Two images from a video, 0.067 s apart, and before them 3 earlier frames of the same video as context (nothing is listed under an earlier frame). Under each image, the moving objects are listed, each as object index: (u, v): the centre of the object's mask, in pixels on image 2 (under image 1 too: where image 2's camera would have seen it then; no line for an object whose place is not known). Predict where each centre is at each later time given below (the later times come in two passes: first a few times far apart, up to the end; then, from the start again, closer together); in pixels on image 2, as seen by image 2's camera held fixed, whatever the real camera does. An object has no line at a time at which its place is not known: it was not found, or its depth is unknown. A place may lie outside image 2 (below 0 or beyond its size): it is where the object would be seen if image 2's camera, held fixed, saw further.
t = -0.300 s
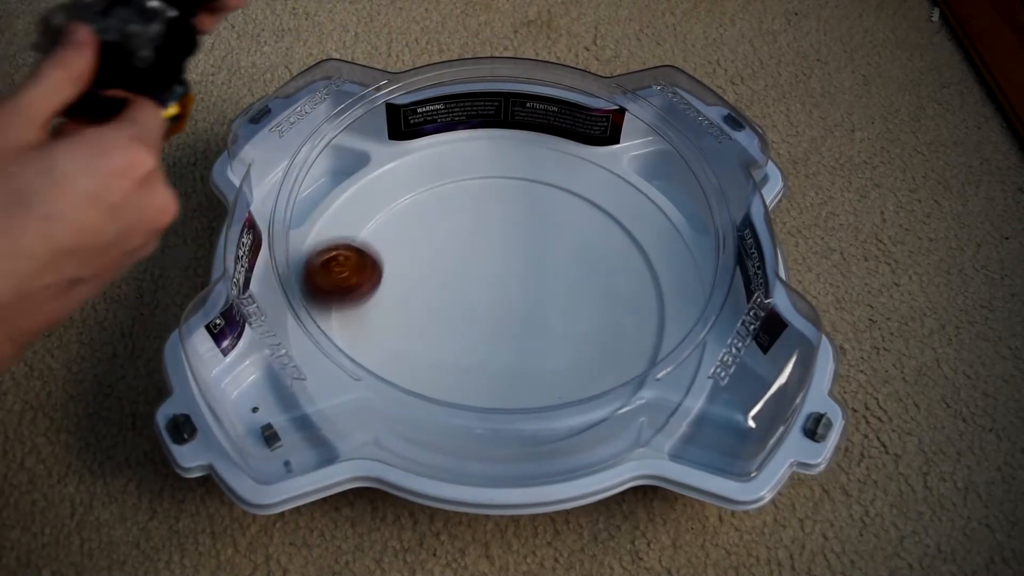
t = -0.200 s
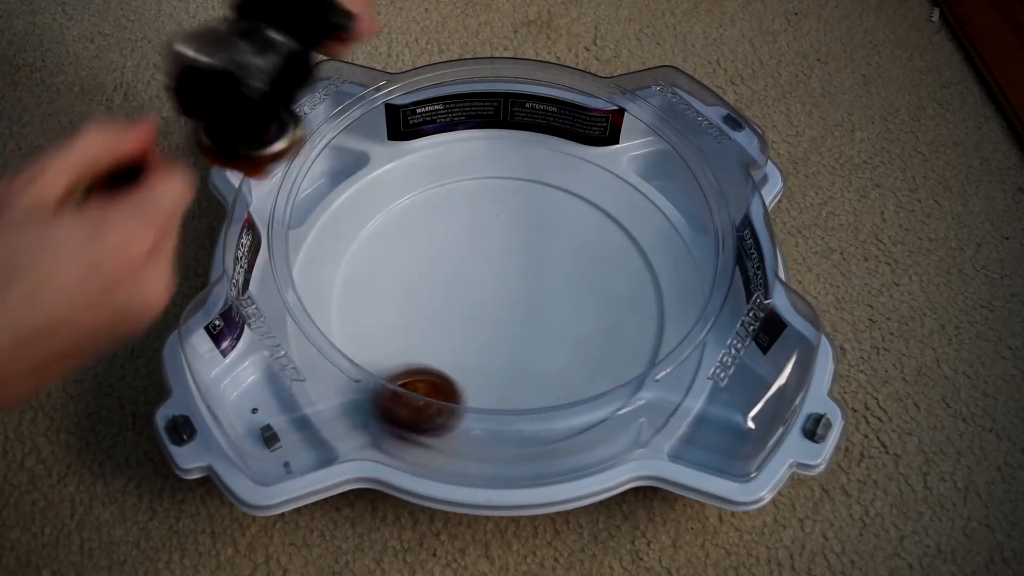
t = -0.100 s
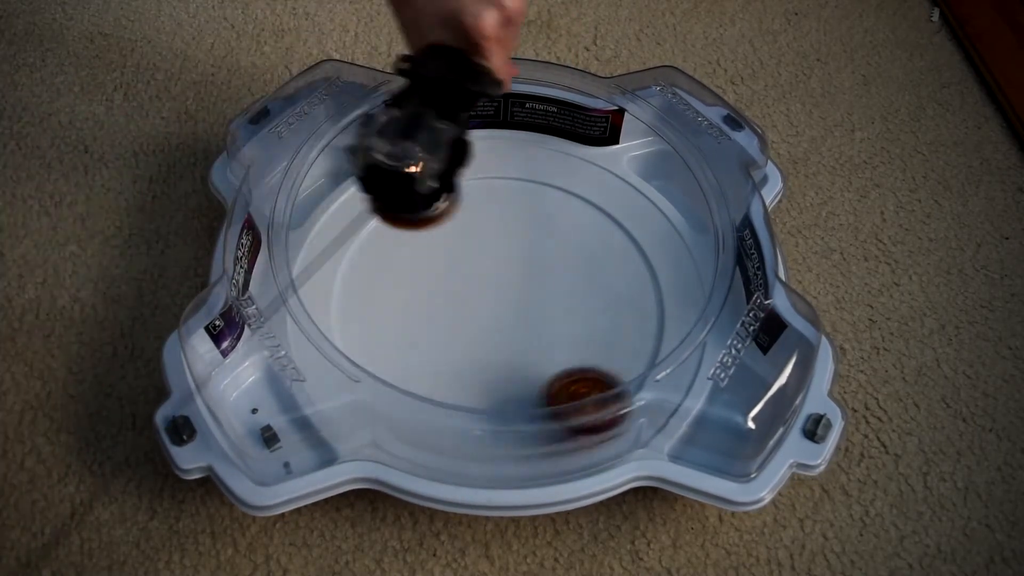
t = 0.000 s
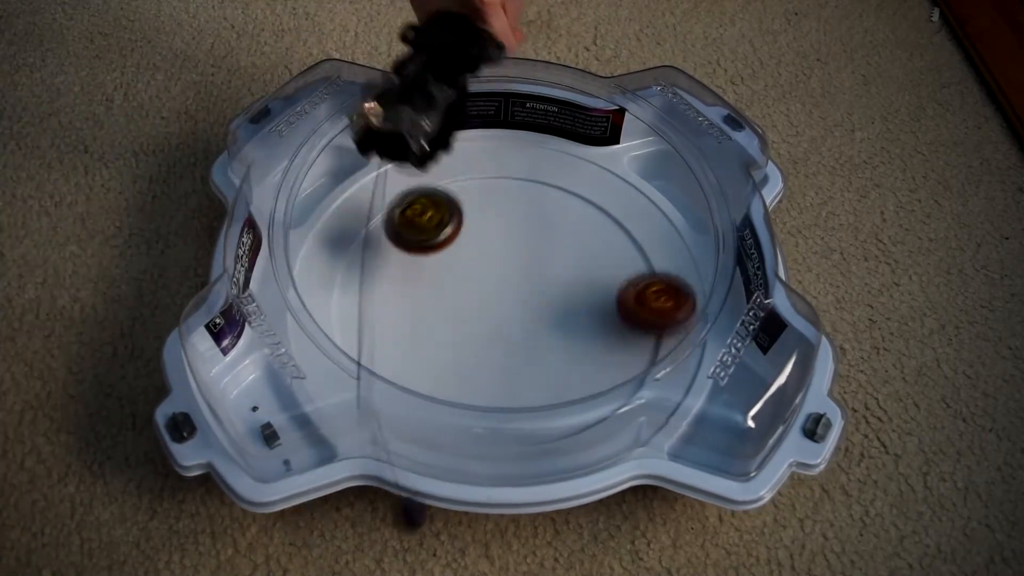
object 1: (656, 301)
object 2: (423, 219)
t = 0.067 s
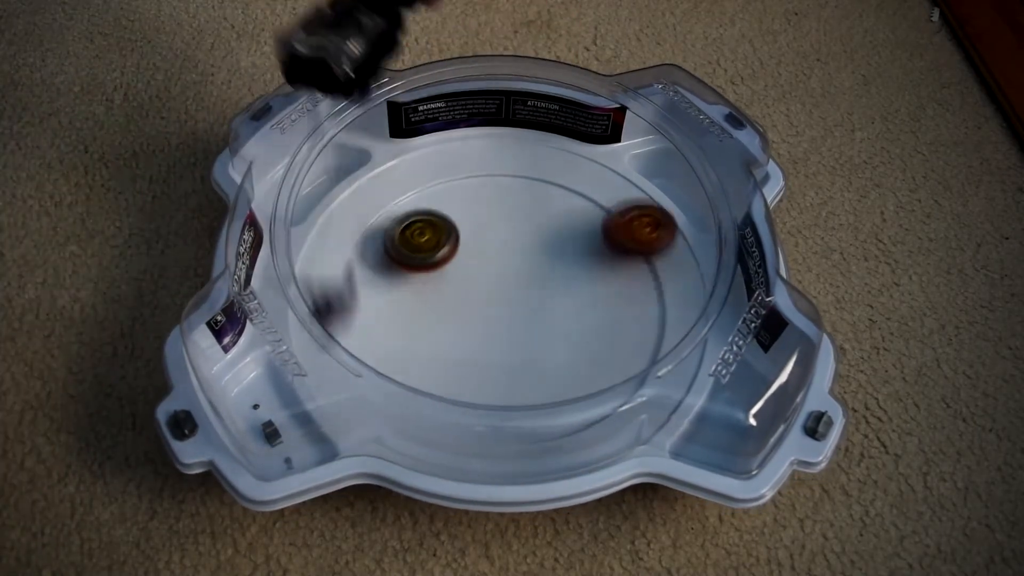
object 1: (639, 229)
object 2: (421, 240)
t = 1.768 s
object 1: (373, 364)
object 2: (464, 302)
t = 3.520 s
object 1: (360, 272)
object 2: (486, 281)
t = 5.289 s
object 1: (478, 295)
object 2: (531, 248)
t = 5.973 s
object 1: (482, 355)
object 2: (522, 263)
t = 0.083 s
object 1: (626, 214)
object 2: (424, 239)
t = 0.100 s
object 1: (611, 200)
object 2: (426, 240)
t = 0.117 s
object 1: (594, 187)
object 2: (430, 244)
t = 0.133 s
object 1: (575, 175)
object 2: (432, 250)
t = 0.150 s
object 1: (554, 167)
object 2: (436, 256)
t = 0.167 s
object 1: (530, 163)
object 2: (440, 257)
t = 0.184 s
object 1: (506, 161)
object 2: (443, 261)
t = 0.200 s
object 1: (479, 161)
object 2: (446, 267)
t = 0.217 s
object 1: (453, 165)
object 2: (450, 274)
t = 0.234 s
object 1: (427, 174)
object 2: (453, 277)
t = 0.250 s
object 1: (404, 187)
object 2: (455, 283)
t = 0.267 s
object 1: (383, 202)
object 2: (458, 289)
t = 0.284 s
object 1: (364, 220)
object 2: (461, 295)
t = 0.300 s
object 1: (352, 242)
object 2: (464, 298)
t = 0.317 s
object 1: (345, 267)
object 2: (467, 303)
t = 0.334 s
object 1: (344, 292)
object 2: (470, 308)
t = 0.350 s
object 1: (347, 319)
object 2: (473, 313)
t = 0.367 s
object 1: (361, 343)
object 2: (475, 317)
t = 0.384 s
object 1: (380, 367)
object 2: (478, 320)
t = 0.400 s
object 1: (401, 387)
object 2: (482, 324)
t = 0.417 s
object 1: (427, 404)
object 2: (484, 328)
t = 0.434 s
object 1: (460, 411)
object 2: (487, 330)
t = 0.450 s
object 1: (491, 415)
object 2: (490, 334)
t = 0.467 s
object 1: (520, 419)
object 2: (493, 337)
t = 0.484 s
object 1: (548, 414)
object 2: (497, 339)
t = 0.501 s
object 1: (572, 404)
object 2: (500, 342)
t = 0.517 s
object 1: (595, 393)
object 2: (503, 344)
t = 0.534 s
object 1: (613, 378)
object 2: (507, 345)
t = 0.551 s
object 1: (630, 362)
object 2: (510, 347)
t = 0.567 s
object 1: (643, 344)
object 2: (514, 348)
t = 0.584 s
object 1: (654, 329)
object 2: (517, 348)
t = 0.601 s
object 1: (658, 311)
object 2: (520, 350)
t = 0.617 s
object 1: (659, 292)
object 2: (524, 350)
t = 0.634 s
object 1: (657, 274)
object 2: (527, 350)
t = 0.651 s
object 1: (653, 255)
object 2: (530, 350)
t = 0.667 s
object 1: (646, 237)
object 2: (533, 350)
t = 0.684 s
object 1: (634, 222)
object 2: (535, 350)
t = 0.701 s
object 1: (620, 207)
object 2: (538, 349)
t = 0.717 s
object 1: (603, 194)
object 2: (540, 348)
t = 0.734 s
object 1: (585, 182)
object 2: (542, 348)
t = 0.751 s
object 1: (565, 172)
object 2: (544, 347)
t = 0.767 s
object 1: (544, 166)
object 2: (546, 345)
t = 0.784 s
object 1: (523, 162)
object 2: (548, 344)
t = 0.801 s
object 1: (497, 162)
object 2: (550, 342)
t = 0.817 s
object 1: (473, 163)
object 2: (551, 341)
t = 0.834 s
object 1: (448, 169)
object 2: (552, 340)
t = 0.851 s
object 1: (426, 176)
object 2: (553, 338)
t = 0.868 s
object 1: (404, 188)
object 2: (554, 336)
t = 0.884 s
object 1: (384, 203)
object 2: (555, 335)
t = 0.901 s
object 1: (367, 220)
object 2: (556, 333)
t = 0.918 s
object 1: (354, 240)
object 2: (556, 331)
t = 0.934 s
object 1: (347, 263)
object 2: (556, 329)
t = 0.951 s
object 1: (344, 288)
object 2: (556, 327)
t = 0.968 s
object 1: (345, 313)
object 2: (556, 324)
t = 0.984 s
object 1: (356, 338)
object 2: (556, 322)
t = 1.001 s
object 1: (370, 359)
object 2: (556, 321)
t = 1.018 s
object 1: (390, 379)
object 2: (555, 318)
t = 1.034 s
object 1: (413, 395)
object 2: (554, 316)
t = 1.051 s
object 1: (438, 407)
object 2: (553, 314)
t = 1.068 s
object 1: (466, 415)
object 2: (552, 312)
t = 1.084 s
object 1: (494, 418)
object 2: (551, 310)
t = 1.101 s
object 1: (517, 419)
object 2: (549, 308)
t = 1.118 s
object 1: (542, 418)
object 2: (548, 306)
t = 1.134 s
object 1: (565, 412)
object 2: (547, 304)
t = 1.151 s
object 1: (587, 401)
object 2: (545, 303)
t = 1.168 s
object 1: (605, 389)
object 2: (544, 301)
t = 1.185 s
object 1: (620, 374)
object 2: (542, 299)
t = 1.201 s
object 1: (630, 360)
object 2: (540, 298)
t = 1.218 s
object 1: (639, 343)
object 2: (539, 296)
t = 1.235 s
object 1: (648, 330)
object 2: (537, 296)
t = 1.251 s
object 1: (655, 315)
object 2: (534, 295)
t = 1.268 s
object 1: (659, 299)
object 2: (533, 293)
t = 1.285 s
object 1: (660, 283)
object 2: (530, 292)
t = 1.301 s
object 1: (656, 266)
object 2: (528, 291)
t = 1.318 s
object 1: (652, 252)
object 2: (525, 290)
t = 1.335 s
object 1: (645, 238)
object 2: (522, 290)
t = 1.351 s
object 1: (634, 225)
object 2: (520, 289)
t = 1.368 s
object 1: (622, 212)
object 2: (517, 289)
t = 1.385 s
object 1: (609, 199)
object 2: (514, 288)
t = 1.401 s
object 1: (594, 189)
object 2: (512, 288)
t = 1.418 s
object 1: (580, 181)
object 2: (509, 288)
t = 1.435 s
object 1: (564, 173)
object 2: (506, 288)
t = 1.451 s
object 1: (546, 168)
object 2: (503, 287)
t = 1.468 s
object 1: (526, 164)
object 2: (501, 288)
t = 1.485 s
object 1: (506, 162)
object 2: (498, 288)
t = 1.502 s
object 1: (487, 163)
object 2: (496, 288)
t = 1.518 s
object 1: (468, 164)
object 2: (493, 288)
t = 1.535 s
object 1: (450, 169)
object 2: (491, 288)
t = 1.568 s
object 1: (412, 183)
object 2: (485, 289)
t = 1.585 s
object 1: (396, 194)
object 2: (483, 290)
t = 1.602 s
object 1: (382, 205)
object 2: (481, 291)
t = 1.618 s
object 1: (370, 217)
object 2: (478, 292)
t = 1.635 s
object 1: (360, 231)
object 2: (476, 293)
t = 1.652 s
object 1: (353, 246)
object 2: (475, 294)
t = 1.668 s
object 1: (347, 263)
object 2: (473, 295)
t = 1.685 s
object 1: (343, 280)
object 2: (471, 297)
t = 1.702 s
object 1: (344, 297)
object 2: (469, 297)
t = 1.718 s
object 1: (348, 312)
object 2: (468, 299)
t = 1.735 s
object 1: (353, 331)
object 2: (466, 300)
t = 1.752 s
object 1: (362, 348)
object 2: (465, 301)
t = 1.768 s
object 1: (373, 364)
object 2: (464, 302)
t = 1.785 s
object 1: (387, 378)
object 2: (463, 304)
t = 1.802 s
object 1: (401, 388)
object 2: (462, 305)
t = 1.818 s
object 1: (415, 400)
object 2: (461, 306)
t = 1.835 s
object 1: (434, 410)
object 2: (460, 308)
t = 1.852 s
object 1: (454, 416)
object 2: (459, 309)
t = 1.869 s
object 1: (476, 420)
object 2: (459, 310)
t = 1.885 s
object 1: (495, 420)
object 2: (458, 311)
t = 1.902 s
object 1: (513, 421)
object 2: (458, 312)
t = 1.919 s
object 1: (535, 418)
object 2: (458, 313)
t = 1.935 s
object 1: (554, 413)
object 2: (458, 315)
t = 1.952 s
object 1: (572, 404)
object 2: (458, 316)
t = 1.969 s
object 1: (587, 397)
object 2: (458, 317)
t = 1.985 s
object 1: (603, 388)
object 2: (458, 318)
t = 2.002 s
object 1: (616, 377)
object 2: (459, 319)
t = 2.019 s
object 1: (627, 363)
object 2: (459, 320)
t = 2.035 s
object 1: (634, 351)
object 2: (460, 321)
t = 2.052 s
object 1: (642, 338)
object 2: (461, 322)
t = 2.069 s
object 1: (648, 324)
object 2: (462, 322)
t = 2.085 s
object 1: (652, 309)
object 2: (463, 323)
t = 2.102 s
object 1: (653, 296)
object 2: (464, 324)
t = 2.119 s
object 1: (654, 282)
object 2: (465, 324)
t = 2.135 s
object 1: (653, 267)
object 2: (467, 324)
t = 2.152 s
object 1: (648, 252)
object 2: (468, 325)
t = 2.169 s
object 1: (643, 239)
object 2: (470, 325)
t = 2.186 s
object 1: (637, 226)
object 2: (471, 325)
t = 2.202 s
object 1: (628, 214)
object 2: (473, 326)
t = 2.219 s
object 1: (614, 203)
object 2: (475, 326)
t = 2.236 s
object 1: (599, 195)
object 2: (477, 325)
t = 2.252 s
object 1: (585, 187)
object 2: (478, 325)
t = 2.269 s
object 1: (569, 179)
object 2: (480, 324)
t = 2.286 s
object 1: (552, 171)
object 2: (481, 324)
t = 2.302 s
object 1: (536, 166)
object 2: (483, 323)
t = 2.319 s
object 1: (521, 164)
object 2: (484, 321)
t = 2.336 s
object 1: (502, 163)
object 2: (485, 321)
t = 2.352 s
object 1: (482, 165)
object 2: (486, 320)
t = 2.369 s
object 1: (466, 167)
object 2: (487, 319)
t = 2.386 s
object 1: (448, 170)
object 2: (488, 318)
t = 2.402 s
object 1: (432, 173)
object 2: (489, 316)
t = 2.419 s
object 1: (417, 181)
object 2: (490, 315)
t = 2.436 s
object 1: (404, 190)
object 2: (490, 314)
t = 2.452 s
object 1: (391, 198)
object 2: (490, 312)
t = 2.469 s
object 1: (377, 210)
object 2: (491, 311)
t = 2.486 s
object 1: (367, 222)
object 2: (491, 310)
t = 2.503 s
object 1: (360, 233)
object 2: (491, 308)
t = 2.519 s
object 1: (351, 246)
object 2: (491, 308)
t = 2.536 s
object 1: (345, 261)
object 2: (491, 306)
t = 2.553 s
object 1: (343, 277)
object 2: (491, 304)
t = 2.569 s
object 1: (343, 292)
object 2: (491, 303)
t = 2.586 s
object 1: (343, 308)
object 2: (491, 302)
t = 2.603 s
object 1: (348, 324)
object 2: (491, 300)
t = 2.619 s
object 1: (356, 338)
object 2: (491, 299)
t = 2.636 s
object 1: (362, 352)
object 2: (490, 298)
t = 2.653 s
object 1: (372, 367)
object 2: (490, 297)
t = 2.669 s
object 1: (386, 379)
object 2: (490, 296)
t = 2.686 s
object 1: (401, 390)
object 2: (489, 295)
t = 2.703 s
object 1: (415, 400)
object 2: (489, 294)
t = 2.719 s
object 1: (434, 409)
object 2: (488, 293)
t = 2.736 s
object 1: (453, 414)
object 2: (488, 292)
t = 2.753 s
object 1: (470, 418)
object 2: (487, 292)
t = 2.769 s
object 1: (491, 421)
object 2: (487, 291)
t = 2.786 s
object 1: (510, 420)
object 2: (486, 290)
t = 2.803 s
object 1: (527, 417)
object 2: (486, 290)
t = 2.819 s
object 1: (545, 415)
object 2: (486, 289)
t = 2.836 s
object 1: (563, 407)
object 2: (485, 288)
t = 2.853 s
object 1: (578, 399)
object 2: (485, 288)
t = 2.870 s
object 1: (592, 394)
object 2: (485, 288)
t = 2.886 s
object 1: (606, 383)
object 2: (484, 287)
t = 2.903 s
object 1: (617, 372)
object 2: (484, 287)
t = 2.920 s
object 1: (625, 360)
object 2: (484, 287)
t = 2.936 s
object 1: (634, 349)
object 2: (483, 286)
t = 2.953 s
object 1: (640, 336)
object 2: (483, 286)
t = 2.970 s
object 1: (644, 326)
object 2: (483, 286)
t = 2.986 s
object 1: (649, 313)
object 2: (483, 285)
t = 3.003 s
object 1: (650, 298)
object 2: (483, 285)
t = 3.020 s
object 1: (648, 286)
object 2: (482, 285)
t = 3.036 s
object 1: (648, 273)
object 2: (482, 285)
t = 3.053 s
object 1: (645, 259)
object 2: (482, 284)
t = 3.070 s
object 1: (639, 248)
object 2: (482, 284)
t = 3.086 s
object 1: (635, 237)
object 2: (482, 284)
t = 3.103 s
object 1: (626, 225)
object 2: (482, 284)
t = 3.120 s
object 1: (618, 217)
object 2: (482, 284)
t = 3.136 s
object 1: (609, 207)
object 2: (482, 284)
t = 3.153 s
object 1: (598, 197)
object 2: (482, 284)
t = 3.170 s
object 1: (587, 192)
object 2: (482, 284)
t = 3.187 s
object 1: (576, 184)
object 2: (482, 283)
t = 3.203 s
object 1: (562, 178)
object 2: (482, 283)
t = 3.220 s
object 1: (549, 175)
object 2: (482, 283)
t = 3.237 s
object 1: (536, 171)
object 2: (483, 283)
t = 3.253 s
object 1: (522, 168)
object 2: (483, 283)
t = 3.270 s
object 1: (508, 168)
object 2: (483, 283)
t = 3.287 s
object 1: (495, 167)
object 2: (483, 283)
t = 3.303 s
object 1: (479, 168)
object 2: (483, 283)
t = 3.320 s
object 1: (467, 171)
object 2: (483, 283)
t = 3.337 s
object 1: (454, 174)
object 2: (483, 283)
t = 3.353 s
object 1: (440, 177)
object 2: (484, 282)
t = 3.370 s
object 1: (429, 183)
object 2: (484, 283)
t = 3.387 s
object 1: (416, 190)
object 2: (484, 282)
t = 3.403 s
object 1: (405, 196)
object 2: (484, 282)
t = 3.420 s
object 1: (396, 206)
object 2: (485, 282)
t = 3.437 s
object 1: (386, 215)
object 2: (485, 282)
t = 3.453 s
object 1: (377, 224)
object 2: (485, 282)
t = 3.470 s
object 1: (372, 236)
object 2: (485, 281)
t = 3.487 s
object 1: (366, 247)
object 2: (486, 281)
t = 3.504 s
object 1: (361, 259)
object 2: (486, 281)
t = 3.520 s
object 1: (360, 272)
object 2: (486, 281)
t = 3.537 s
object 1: (358, 284)
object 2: (486, 281)
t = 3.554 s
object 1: (358, 298)
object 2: (487, 281)
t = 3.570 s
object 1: (362, 311)
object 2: (487, 281)
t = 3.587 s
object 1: (367, 322)
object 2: (487, 280)
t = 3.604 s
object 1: (372, 337)
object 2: (487, 280)
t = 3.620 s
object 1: (381, 348)
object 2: (488, 280)
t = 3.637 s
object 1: (389, 359)
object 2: (488, 280)
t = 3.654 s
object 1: (400, 370)
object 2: (488, 281)
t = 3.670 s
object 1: (412, 378)
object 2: (489, 280)
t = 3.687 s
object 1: (423, 385)
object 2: (489, 281)
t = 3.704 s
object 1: (438, 392)
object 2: (490, 280)
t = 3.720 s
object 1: (453, 396)
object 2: (490, 280)
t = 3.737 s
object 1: (467, 400)
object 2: (491, 280)
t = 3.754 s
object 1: (483, 402)
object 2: (491, 280)
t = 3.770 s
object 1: (497, 402)
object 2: (491, 280)
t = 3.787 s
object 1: (511, 402)
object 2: (491, 280)
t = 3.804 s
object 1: (525, 400)
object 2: (491, 280)
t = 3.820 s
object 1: (536, 396)
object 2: (492, 280)
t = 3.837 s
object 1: (550, 392)
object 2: (492, 280)
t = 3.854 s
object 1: (563, 384)
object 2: (492, 280)
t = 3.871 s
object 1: (571, 377)
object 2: (493, 280)
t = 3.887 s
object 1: (581, 369)
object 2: (494, 280)
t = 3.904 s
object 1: (588, 361)
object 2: (494, 280)
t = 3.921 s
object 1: (596, 355)
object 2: (494, 280)
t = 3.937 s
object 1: (603, 345)
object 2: (495, 280)
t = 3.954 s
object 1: (606, 335)
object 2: (496, 280)
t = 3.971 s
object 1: (610, 326)
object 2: (496, 280)
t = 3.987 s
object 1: (611, 314)
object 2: (496, 280)
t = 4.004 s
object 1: (611, 306)
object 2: (497, 280)
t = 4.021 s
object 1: (611, 295)
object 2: (497, 280)
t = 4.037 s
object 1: (606, 285)
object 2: (498, 280)
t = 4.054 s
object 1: (604, 275)
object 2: (498, 280)
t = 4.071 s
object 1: (598, 265)
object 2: (498, 280)
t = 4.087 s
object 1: (592, 258)
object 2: (498, 280)
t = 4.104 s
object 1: (586, 251)
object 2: (498, 280)
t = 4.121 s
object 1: (577, 243)
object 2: (499, 281)
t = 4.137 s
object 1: (570, 238)
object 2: (499, 282)
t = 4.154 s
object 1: (561, 233)
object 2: (499, 282)
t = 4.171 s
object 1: (551, 230)
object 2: (499, 282)
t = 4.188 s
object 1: (543, 226)
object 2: (500, 282)
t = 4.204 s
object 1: (534, 222)
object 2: (499, 284)
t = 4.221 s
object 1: (528, 222)
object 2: (499, 285)
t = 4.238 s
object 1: (519, 220)
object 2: (498, 287)
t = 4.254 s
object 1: (509, 220)
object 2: (499, 288)
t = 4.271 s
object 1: (502, 220)
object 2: (499, 289)
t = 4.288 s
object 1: (492, 220)
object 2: (500, 290)
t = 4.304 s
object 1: (485, 222)
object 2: (499, 291)
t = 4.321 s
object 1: (477, 223)
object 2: (500, 292)
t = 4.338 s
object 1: (469, 226)
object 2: (500, 293)
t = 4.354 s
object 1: (464, 229)
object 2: (500, 293)
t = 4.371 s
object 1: (457, 232)
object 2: (501, 294)
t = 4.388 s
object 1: (453, 237)
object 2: (502, 295)
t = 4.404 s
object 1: (448, 240)
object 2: (502, 296)
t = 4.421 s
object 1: (442, 246)
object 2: (502, 296)
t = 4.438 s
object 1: (440, 250)
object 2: (503, 296)
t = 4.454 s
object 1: (435, 254)
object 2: (503, 298)
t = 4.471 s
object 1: (433, 261)
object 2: (504, 298)
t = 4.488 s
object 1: (430, 266)
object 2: (504, 298)
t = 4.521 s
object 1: (427, 278)
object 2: (505, 299)
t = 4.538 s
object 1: (424, 284)
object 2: (505, 299)
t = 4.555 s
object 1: (425, 291)
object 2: (506, 300)
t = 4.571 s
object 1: (426, 296)
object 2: (506, 300)
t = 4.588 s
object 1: (422, 301)
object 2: (512, 302)
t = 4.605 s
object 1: (417, 307)
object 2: (520, 303)
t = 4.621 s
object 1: (412, 311)
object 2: (527, 302)
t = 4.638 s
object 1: (410, 316)
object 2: (534, 301)
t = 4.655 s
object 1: (407, 320)
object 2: (541, 303)
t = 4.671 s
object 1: (409, 324)
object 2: (546, 303)
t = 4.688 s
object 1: (409, 328)
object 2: (550, 301)
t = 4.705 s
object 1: (410, 334)
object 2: (553, 301)
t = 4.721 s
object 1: (413, 337)
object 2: (555, 300)
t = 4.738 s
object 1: (415, 342)
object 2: (557, 298)
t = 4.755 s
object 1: (421, 344)
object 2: (559, 297)
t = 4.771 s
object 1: (424, 347)
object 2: (560, 296)
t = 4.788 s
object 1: (431, 351)
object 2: (561, 294)
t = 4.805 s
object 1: (435, 353)
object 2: (561, 293)
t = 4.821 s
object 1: (442, 357)
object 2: (561, 292)
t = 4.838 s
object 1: (448, 358)
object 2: (561, 291)
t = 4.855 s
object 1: (455, 361)
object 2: (560, 289)
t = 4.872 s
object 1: (463, 361)
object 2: (560, 288)
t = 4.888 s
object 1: (469, 361)
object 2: (559, 287)
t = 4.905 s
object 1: (478, 359)
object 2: (558, 286)
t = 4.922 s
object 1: (483, 358)
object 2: (556, 285)
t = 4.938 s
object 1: (491, 355)
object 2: (555, 284)
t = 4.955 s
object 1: (495, 350)
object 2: (553, 284)
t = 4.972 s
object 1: (503, 347)
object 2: (551, 283)
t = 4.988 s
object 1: (507, 341)
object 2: (550, 282)
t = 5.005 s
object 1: (512, 338)
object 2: (549, 281)
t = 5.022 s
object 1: (513, 334)
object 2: (550, 277)
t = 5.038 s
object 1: (512, 334)
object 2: (552, 272)
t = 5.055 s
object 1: (511, 332)
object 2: (553, 267)
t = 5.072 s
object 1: (510, 331)
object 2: (554, 263)
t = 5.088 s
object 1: (509, 327)
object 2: (553, 260)
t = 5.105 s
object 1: (507, 325)
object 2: (552, 257)
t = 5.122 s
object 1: (507, 322)
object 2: (550, 255)
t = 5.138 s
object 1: (503, 319)
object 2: (549, 253)
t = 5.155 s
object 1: (503, 316)
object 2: (547, 251)
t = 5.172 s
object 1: (499, 312)
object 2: (545, 250)
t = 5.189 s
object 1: (498, 310)
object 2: (543, 249)
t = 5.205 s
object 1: (493, 306)
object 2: (542, 249)
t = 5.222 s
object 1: (492, 304)
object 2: (540, 248)
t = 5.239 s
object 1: (487, 301)
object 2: (538, 248)
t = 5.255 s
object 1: (485, 299)
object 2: (536, 248)
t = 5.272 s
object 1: (480, 296)
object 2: (534, 248)
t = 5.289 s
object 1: (478, 295)
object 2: (531, 248)
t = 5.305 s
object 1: (473, 292)
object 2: (529, 248)
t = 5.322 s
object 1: (470, 292)
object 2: (527, 249)
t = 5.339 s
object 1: (466, 290)
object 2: (525, 249)
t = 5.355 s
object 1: (462, 290)
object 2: (523, 249)
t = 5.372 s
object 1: (459, 287)
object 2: (521, 250)
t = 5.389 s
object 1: (455, 288)
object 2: (519, 251)
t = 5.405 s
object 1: (452, 287)
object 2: (517, 252)
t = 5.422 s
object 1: (448, 287)
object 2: (515, 253)
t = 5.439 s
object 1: (446, 287)
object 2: (513, 254)
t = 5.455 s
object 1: (442, 287)
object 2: (511, 256)
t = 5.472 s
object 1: (441, 288)
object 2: (509, 257)
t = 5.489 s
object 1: (437, 289)
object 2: (507, 259)
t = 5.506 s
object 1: (436, 290)
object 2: (506, 261)
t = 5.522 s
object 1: (432, 292)
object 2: (505, 263)
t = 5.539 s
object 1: (431, 294)
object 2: (504, 264)
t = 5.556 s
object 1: (427, 296)
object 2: (503, 265)
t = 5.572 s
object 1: (428, 299)
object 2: (503, 266)
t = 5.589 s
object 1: (426, 301)
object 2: (502, 267)
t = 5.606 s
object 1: (428, 304)
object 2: (501, 269)
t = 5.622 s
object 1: (427, 307)
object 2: (500, 270)
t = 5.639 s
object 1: (430, 310)
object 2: (500, 271)
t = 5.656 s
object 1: (431, 311)
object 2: (499, 272)
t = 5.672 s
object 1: (436, 314)
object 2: (499, 273)
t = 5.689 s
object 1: (437, 316)
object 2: (499, 274)
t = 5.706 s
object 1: (438, 319)
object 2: (501, 275)
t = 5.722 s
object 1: (435, 324)
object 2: (507, 273)
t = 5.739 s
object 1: (434, 330)
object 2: (513, 269)
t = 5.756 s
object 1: (432, 333)
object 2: (517, 267)
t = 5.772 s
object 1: (434, 338)
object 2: (522, 265)
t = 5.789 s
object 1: (434, 341)
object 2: (525, 265)
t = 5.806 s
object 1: (437, 345)
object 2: (527, 263)
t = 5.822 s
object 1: (438, 348)
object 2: (528, 261)
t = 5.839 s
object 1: (442, 351)
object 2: (529, 261)
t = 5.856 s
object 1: (444, 353)
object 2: (529, 260)
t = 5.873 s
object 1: (450, 356)
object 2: (528, 260)
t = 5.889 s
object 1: (453, 357)
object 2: (528, 260)
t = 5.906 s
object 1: (460, 358)
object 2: (527, 260)
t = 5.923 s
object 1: (463, 358)
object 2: (526, 261)
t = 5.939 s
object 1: (471, 358)
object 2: (525, 262)
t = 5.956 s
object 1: (474, 357)
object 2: (524, 263)
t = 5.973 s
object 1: (482, 355)
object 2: (522, 263)
